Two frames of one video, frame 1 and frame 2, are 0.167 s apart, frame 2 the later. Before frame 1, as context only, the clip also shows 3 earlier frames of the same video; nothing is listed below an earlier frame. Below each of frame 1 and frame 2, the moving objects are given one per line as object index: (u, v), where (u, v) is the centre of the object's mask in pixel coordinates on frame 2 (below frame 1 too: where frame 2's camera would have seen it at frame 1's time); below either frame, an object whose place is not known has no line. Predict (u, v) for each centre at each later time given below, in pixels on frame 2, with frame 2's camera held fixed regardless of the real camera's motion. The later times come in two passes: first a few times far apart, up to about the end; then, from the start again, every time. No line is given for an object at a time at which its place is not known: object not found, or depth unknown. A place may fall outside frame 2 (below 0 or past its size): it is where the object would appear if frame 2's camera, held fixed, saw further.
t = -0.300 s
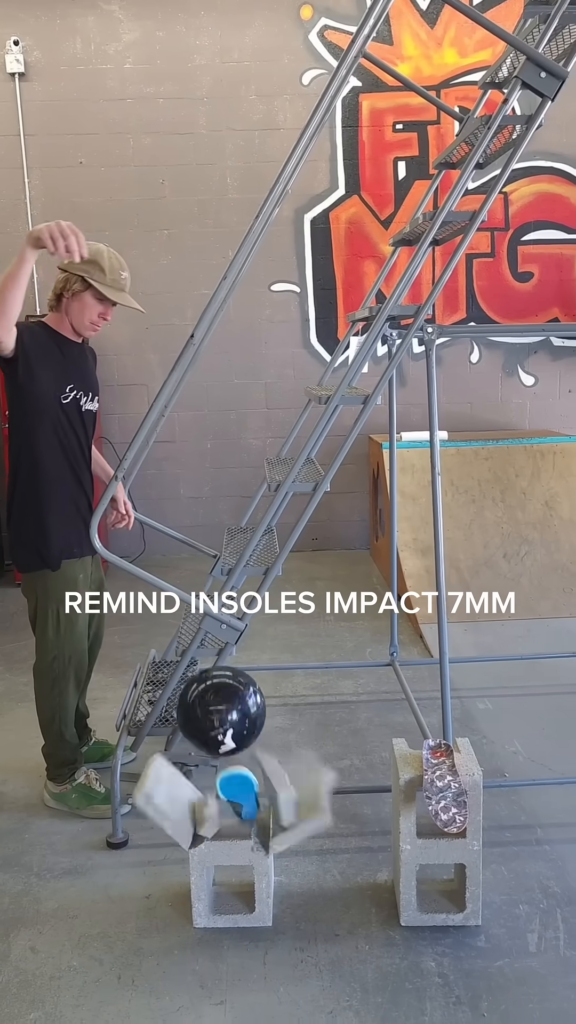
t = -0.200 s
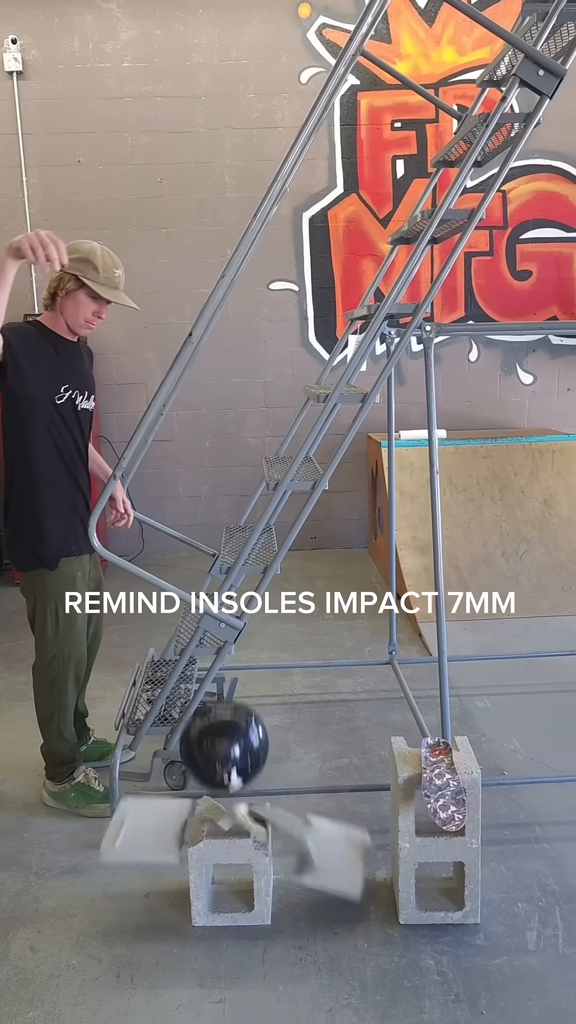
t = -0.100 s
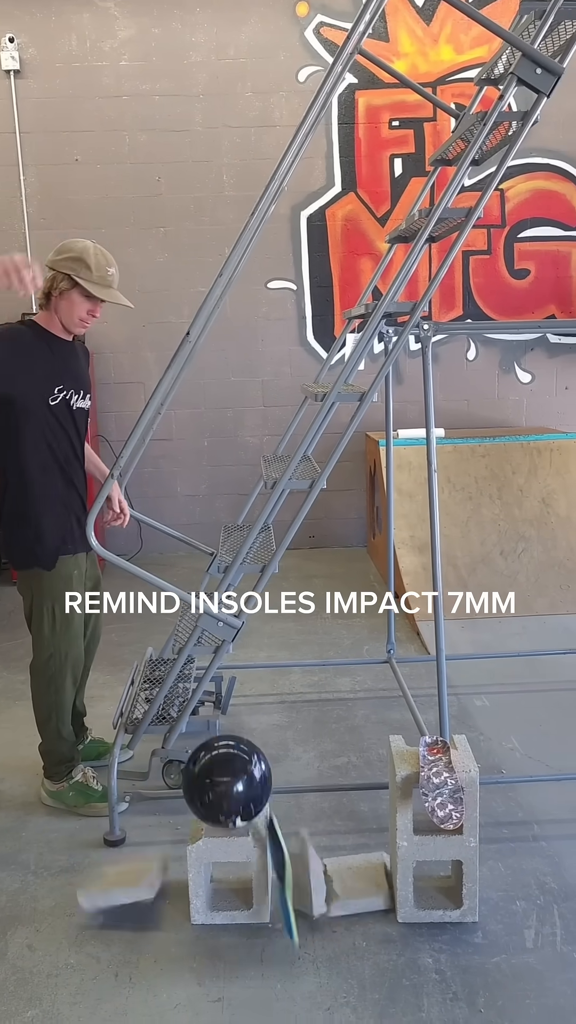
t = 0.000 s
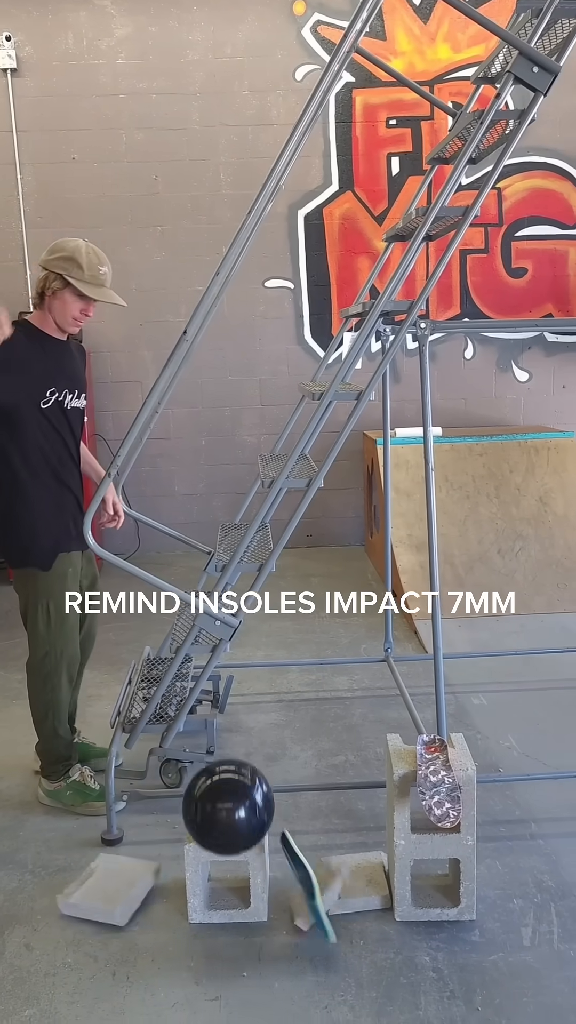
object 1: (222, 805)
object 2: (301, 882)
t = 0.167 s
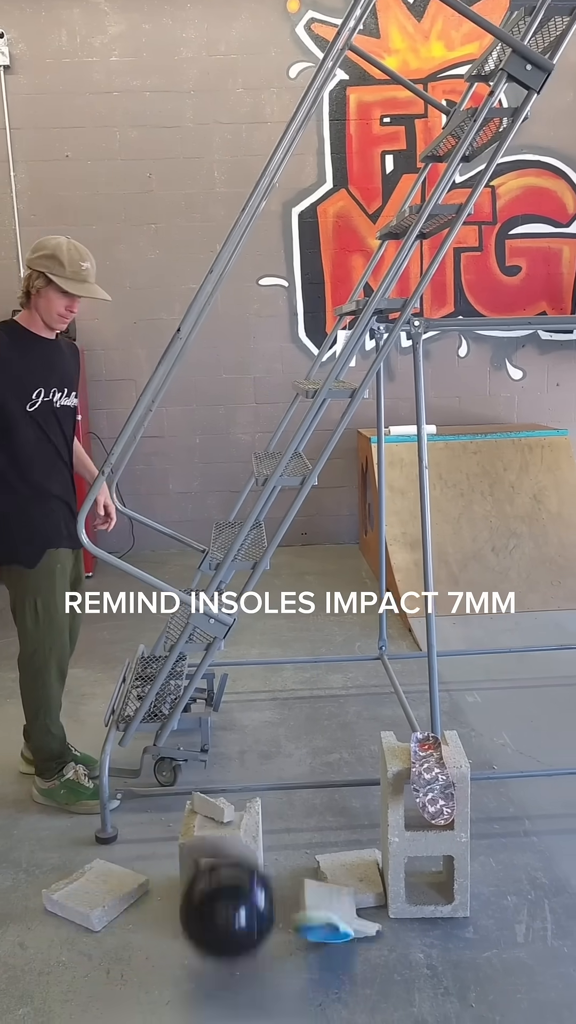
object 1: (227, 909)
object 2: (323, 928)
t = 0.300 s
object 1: (220, 905)
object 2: (328, 980)
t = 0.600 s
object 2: (327, 986)
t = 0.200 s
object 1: (228, 927)
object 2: (327, 948)
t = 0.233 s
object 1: (226, 915)
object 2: (331, 965)
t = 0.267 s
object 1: (223, 908)
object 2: (330, 982)
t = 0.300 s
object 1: (220, 905)
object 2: (328, 980)
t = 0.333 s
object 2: (328, 981)
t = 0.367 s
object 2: (327, 986)
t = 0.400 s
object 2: (327, 986)
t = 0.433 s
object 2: (327, 986)
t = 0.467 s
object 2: (327, 986)
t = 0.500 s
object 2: (327, 986)
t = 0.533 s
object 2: (327, 986)
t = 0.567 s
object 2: (327, 986)
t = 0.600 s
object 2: (327, 986)
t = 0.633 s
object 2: (327, 986)
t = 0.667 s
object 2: (327, 986)
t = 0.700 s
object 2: (327, 986)
